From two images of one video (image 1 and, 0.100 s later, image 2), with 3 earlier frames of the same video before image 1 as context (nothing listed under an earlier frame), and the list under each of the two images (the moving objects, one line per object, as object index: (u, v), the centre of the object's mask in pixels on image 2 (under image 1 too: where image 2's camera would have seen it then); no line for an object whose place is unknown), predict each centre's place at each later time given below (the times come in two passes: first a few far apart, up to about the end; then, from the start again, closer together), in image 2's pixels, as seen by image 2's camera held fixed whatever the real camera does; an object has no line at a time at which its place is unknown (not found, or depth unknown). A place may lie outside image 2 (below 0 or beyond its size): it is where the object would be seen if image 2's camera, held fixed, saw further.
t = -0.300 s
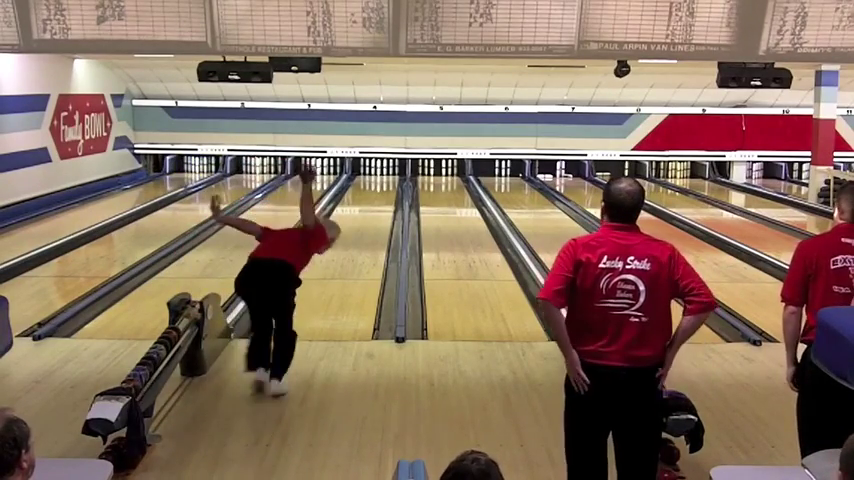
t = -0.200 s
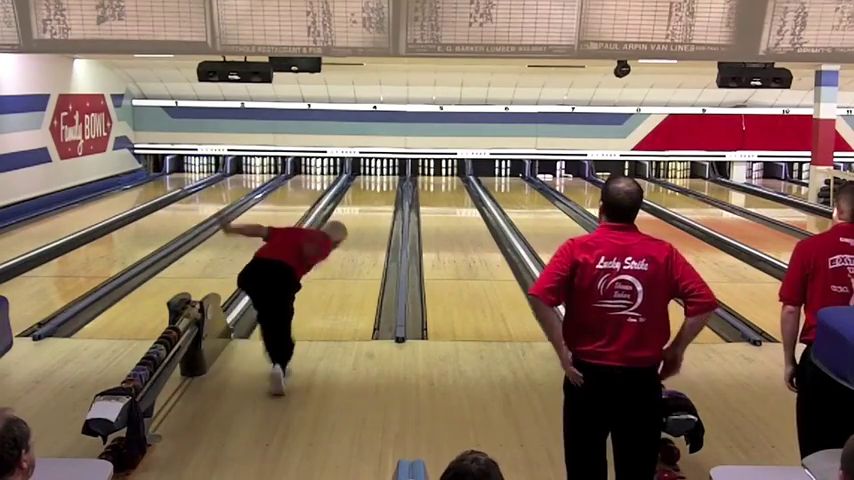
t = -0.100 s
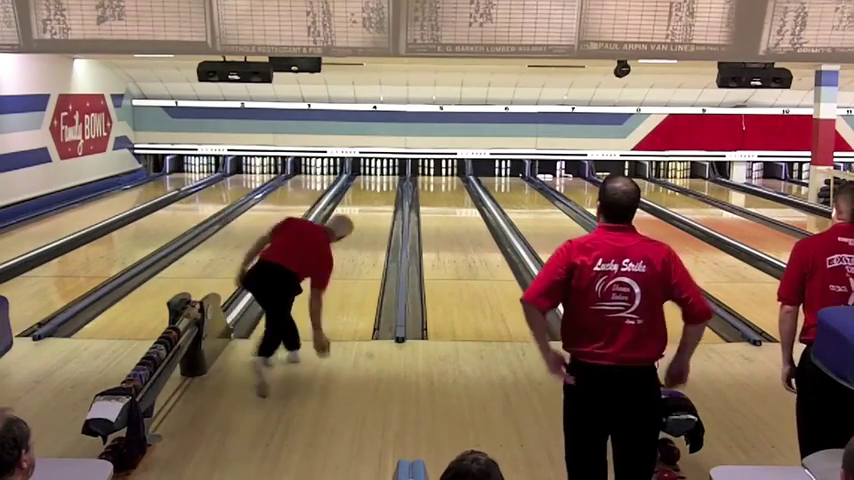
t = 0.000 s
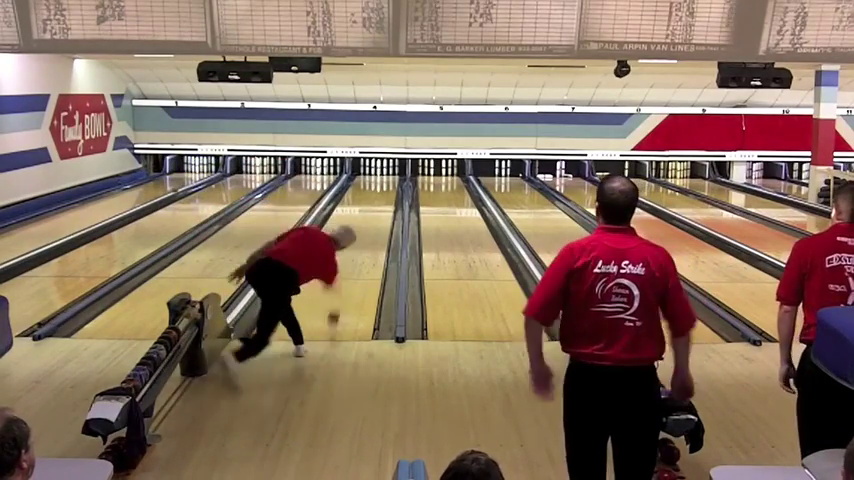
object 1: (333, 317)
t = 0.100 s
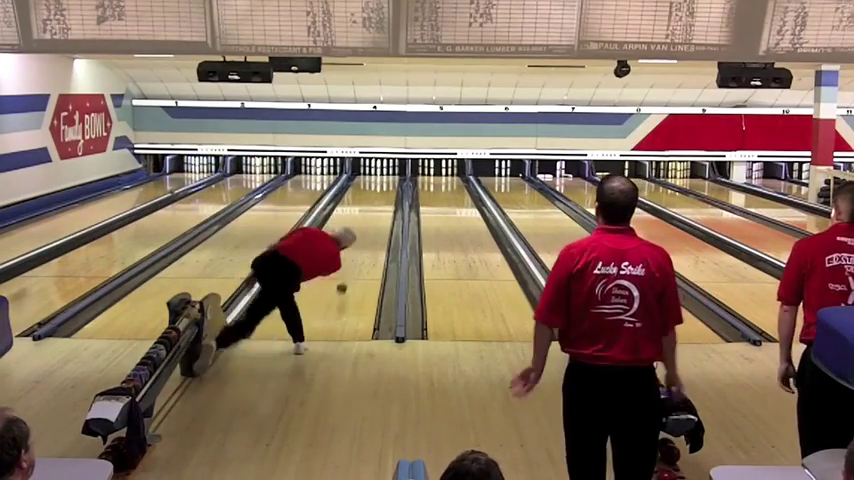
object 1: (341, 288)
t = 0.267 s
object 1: (350, 255)
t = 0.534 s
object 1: (360, 221)
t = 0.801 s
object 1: (367, 199)
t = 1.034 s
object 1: (371, 185)
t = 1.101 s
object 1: (373, 182)
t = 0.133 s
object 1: (344, 281)
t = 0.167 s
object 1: (345, 277)
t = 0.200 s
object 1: (347, 268)
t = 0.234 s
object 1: (349, 261)
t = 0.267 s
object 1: (350, 255)
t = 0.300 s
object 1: (352, 250)
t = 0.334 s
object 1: (353, 246)
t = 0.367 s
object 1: (355, 241)
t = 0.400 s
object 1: (356, 236)
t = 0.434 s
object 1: (357, 232)
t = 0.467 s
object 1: (357, 227)
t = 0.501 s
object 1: (359, 224)
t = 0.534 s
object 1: (360, 221)
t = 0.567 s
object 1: (362, 218)
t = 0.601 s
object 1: (362, 215)
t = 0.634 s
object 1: (363, 212)
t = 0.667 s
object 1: (364, 209)
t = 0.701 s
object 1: (365, 207)
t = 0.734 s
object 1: (366, 204)
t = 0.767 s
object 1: (366, 201)
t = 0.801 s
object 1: (367, 199)
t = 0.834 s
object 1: (367, 196)
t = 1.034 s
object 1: (371, 185)
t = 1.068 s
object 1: (371, 184)
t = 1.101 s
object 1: (373, 182)
